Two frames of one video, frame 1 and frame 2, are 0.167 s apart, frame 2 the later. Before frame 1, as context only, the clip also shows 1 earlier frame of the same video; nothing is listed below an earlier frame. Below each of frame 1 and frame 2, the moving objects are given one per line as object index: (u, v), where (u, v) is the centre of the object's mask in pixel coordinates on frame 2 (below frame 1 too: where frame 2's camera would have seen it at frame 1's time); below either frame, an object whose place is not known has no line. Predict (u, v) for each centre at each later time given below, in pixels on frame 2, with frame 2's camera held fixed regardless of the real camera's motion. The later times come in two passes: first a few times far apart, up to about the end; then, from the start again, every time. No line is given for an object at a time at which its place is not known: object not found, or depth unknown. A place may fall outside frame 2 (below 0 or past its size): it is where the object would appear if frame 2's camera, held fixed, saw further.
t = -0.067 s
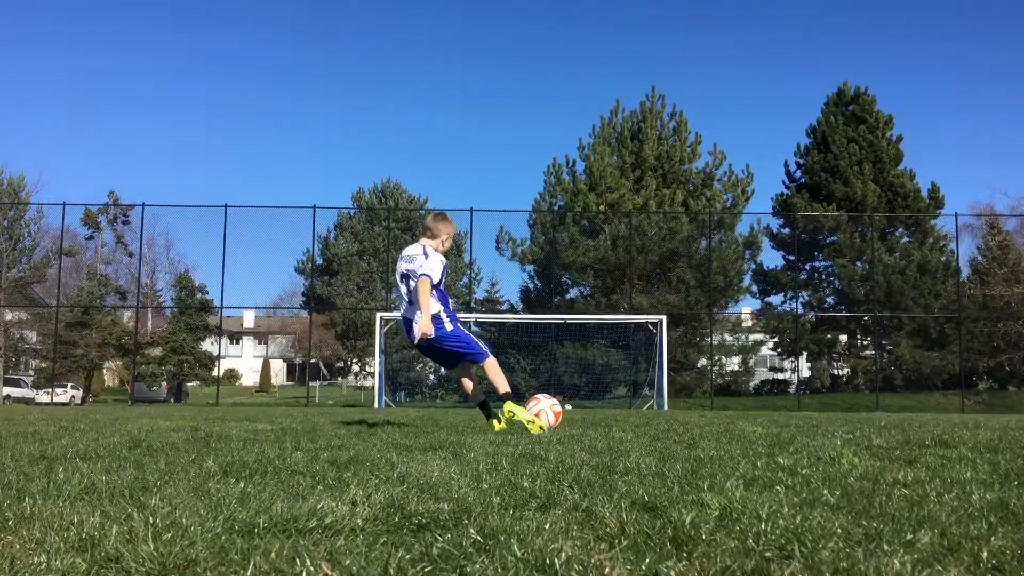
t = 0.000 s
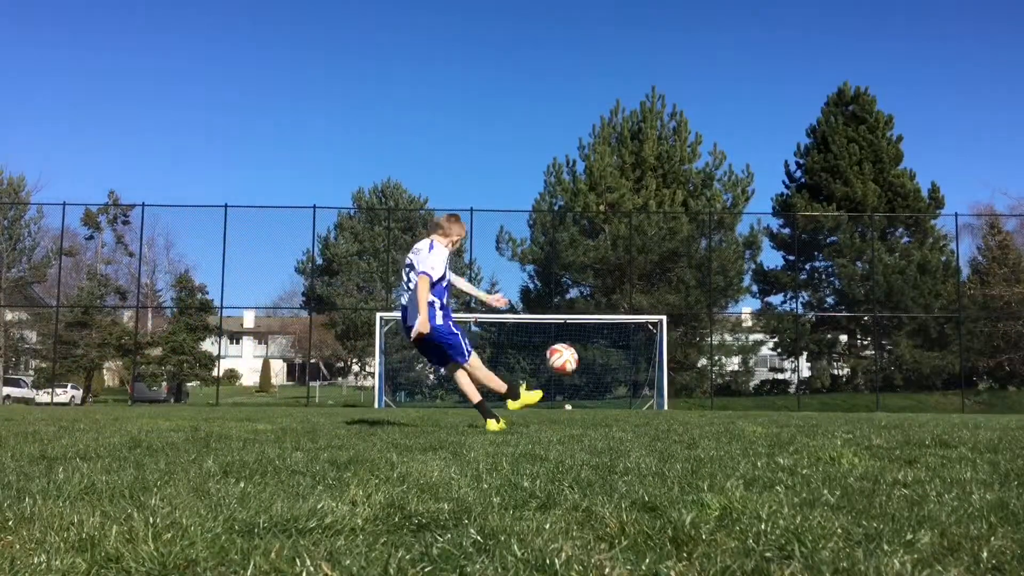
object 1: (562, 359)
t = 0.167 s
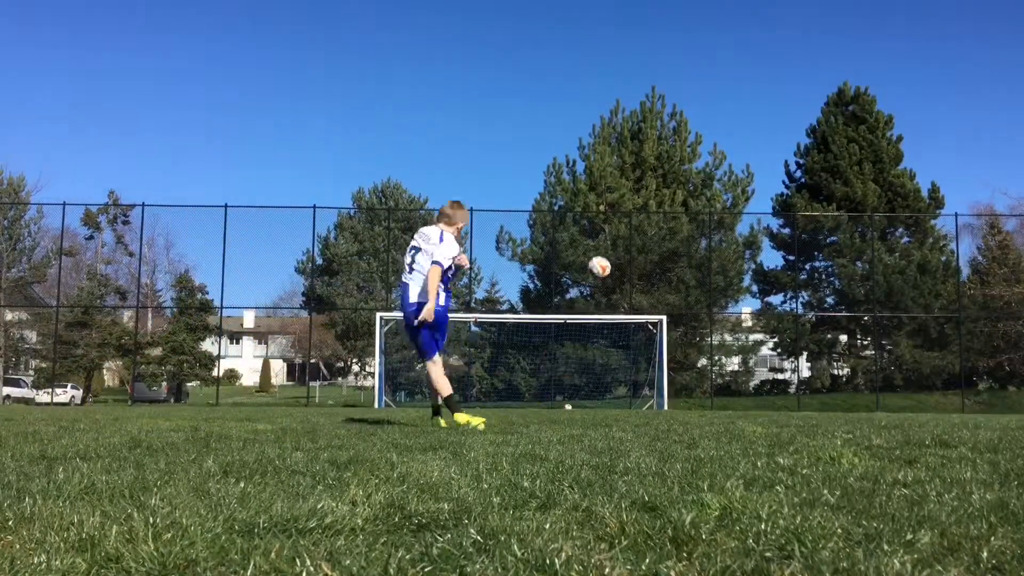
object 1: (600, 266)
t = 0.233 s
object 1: (610, 249)
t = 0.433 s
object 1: (630, 226)
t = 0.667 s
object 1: (640, 232)
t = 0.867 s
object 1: (642, 254)
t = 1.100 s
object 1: (645, 291)
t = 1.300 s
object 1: (648, 327)
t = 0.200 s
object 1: (605, 257)
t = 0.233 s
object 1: (610, 249)
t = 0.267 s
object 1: (615, 243)
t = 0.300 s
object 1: (618, 238)
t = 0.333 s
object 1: (622, 234)
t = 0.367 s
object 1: (625, 230)
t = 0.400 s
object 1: (628, 228)
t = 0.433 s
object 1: (630, 226)
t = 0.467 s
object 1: (633, 225)
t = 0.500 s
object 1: (634, 225)
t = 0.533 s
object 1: (636, 225)
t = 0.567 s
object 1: (637, 226)
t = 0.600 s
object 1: (639, 227)
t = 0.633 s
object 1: (639, 229)
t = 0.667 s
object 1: (640, 232)
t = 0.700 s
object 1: (640, 234)
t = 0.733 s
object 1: (641, 238)
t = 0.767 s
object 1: (642, 242)
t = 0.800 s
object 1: (642, 246)
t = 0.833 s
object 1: (642, 250)
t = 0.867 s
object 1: (642, 254)
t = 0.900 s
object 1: (643, 259)
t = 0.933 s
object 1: (643, 264)
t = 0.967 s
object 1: (643, 270)
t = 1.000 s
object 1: (644, 275)
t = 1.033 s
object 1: (644, 280)
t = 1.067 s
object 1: (645, 286)
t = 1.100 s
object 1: (645, 291)
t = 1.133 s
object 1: (646, 297)
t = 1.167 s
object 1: (647, 303)
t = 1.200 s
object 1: (647, 309)
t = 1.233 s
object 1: (647, 315)
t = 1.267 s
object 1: (648, 322)
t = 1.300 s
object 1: (648, 327)
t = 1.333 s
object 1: (648, 333)
